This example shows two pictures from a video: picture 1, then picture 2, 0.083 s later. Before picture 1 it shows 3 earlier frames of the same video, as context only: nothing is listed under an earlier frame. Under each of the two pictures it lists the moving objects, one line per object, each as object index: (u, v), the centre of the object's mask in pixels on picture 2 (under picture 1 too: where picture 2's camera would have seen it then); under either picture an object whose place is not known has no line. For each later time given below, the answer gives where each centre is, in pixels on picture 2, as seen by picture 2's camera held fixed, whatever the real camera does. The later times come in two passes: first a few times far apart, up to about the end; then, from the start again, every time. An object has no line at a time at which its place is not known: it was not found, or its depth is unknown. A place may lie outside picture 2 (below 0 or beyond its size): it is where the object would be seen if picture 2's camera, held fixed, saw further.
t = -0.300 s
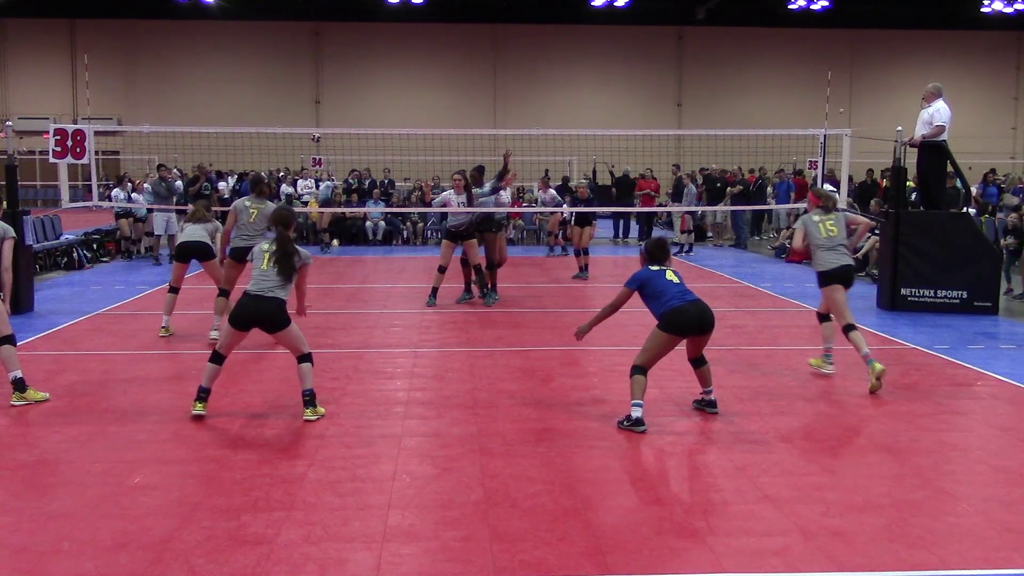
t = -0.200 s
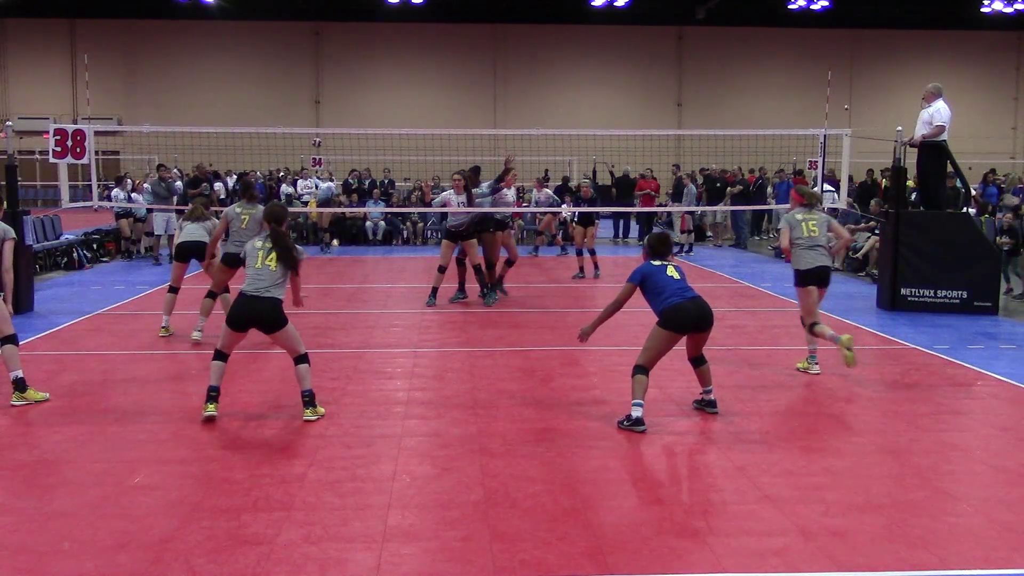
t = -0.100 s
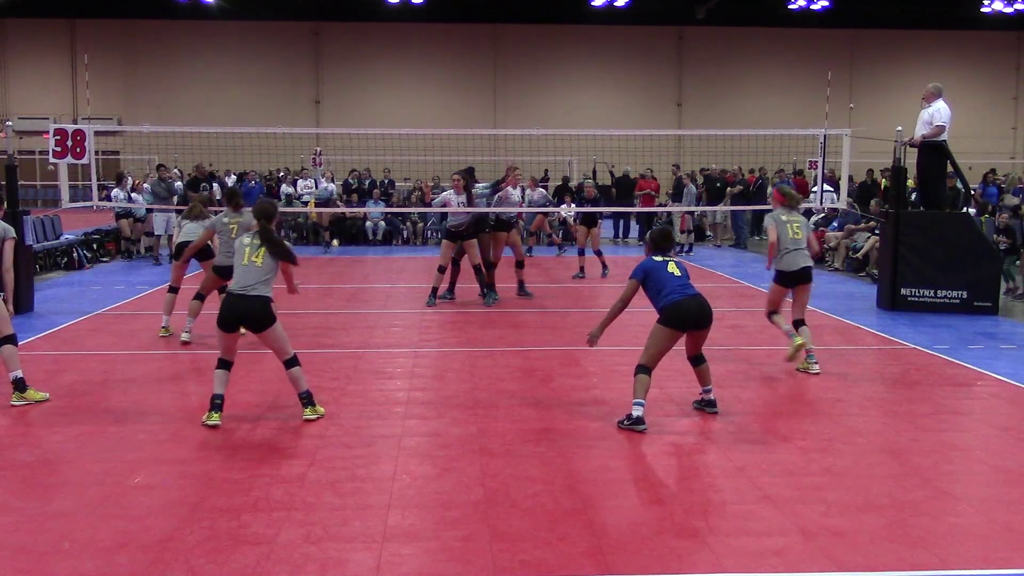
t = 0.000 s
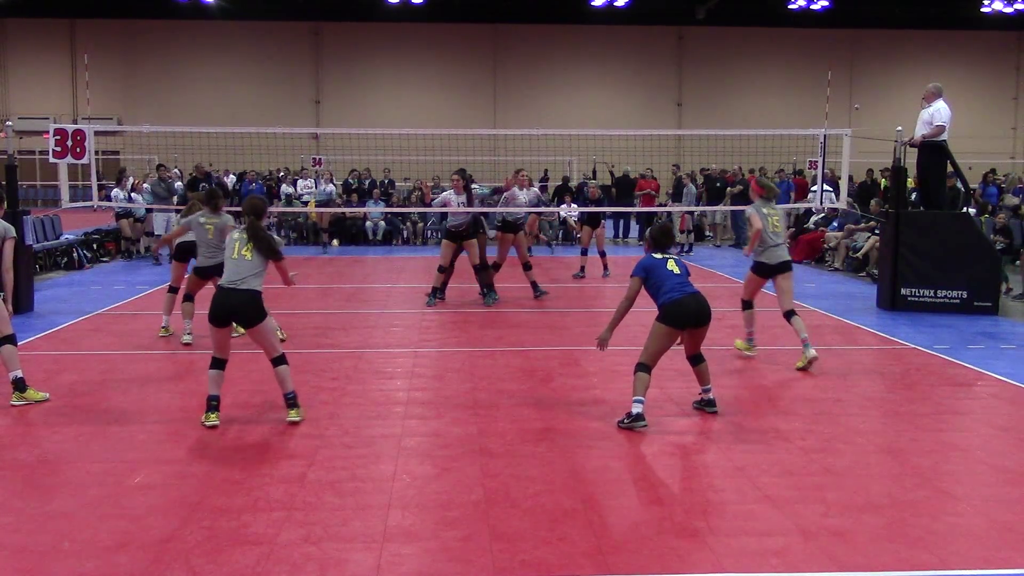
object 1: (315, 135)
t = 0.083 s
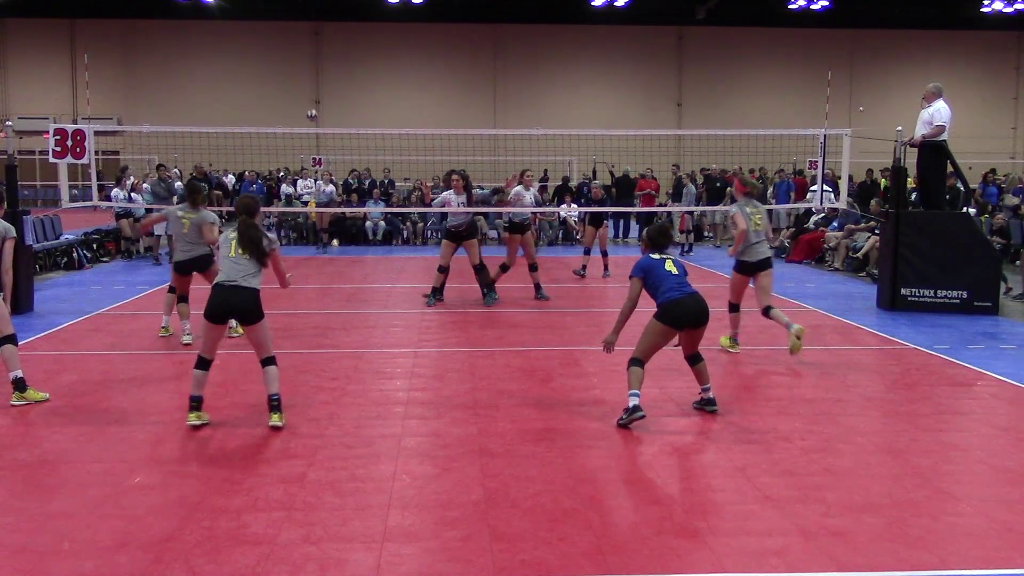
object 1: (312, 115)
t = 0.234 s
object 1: (304, 87)
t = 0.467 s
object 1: (282, 62)
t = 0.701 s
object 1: (241, 76)
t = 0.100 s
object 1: (311, 111)
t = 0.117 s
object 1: (311, 107)
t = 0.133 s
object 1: (310, 104)
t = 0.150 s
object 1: (309, 101)
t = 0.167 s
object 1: (309, 99)
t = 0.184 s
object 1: (308, 96)
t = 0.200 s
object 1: (307, 93)
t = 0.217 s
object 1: (305, 90)
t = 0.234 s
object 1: (304, 87)
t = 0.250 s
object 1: (303, 85)
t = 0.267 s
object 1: (301, 83)
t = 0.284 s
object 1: (300, 80)
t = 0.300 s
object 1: (299, 78)
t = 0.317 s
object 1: (298, 76)
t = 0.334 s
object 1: (296, 74)
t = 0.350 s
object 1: (295, 72)
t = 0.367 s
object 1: (293, 70)
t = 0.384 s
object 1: (291, 68)
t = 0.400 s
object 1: (289, 67)
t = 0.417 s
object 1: (288, 66)
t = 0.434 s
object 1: (286, 64)
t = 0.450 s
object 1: (284, 63)
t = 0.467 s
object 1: (282, 62)
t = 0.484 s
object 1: (279, 62)
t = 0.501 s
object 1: (277, 61)
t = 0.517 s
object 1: (275, 61)
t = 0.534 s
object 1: (273, 61)
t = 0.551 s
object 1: (270, 61)
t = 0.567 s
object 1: (267, 62)
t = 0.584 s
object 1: (265, 63)
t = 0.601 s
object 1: (262, 64)
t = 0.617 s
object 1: (259, 65)
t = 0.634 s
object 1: (256, 67)
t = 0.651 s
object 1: (252, 69)
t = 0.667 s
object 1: (249, 71)
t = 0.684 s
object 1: (245, 74)
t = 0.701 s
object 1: (241, 76)
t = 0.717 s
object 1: (238, 79)
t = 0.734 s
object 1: (234, 83)
